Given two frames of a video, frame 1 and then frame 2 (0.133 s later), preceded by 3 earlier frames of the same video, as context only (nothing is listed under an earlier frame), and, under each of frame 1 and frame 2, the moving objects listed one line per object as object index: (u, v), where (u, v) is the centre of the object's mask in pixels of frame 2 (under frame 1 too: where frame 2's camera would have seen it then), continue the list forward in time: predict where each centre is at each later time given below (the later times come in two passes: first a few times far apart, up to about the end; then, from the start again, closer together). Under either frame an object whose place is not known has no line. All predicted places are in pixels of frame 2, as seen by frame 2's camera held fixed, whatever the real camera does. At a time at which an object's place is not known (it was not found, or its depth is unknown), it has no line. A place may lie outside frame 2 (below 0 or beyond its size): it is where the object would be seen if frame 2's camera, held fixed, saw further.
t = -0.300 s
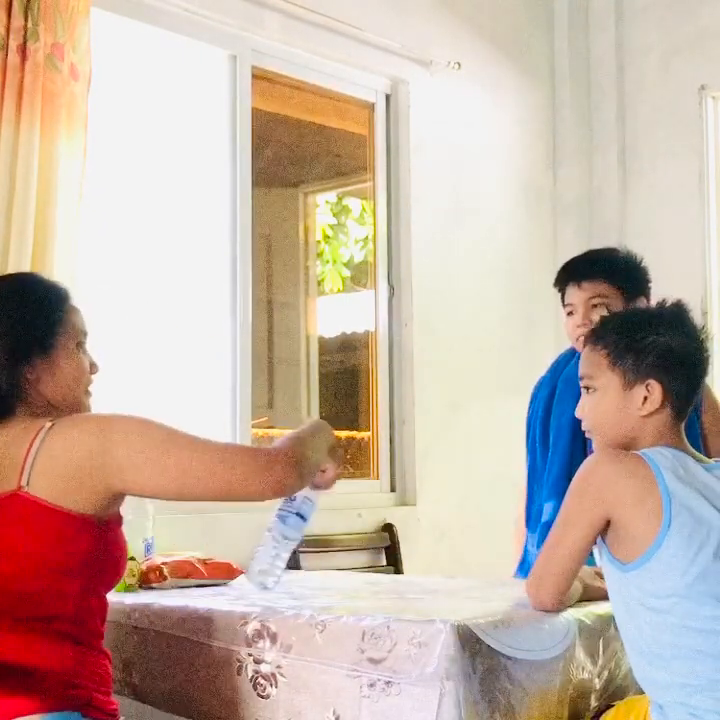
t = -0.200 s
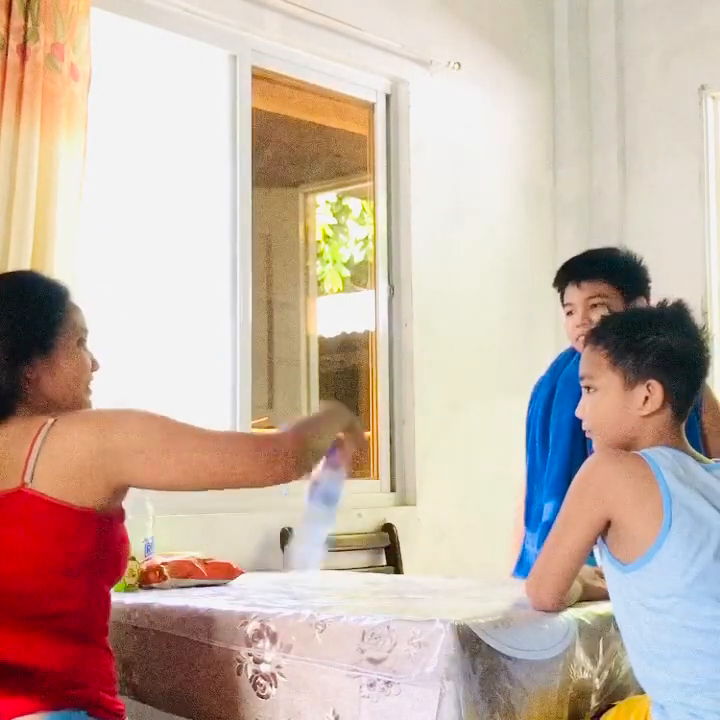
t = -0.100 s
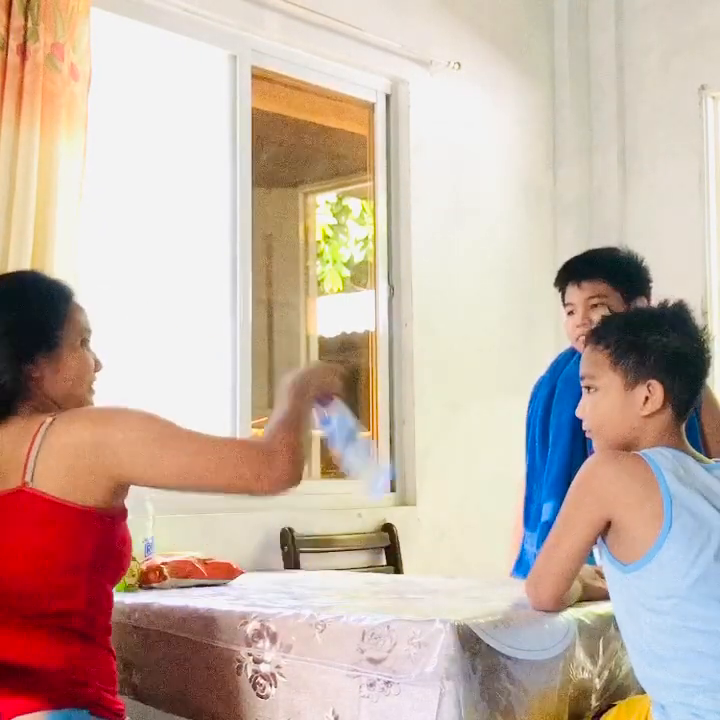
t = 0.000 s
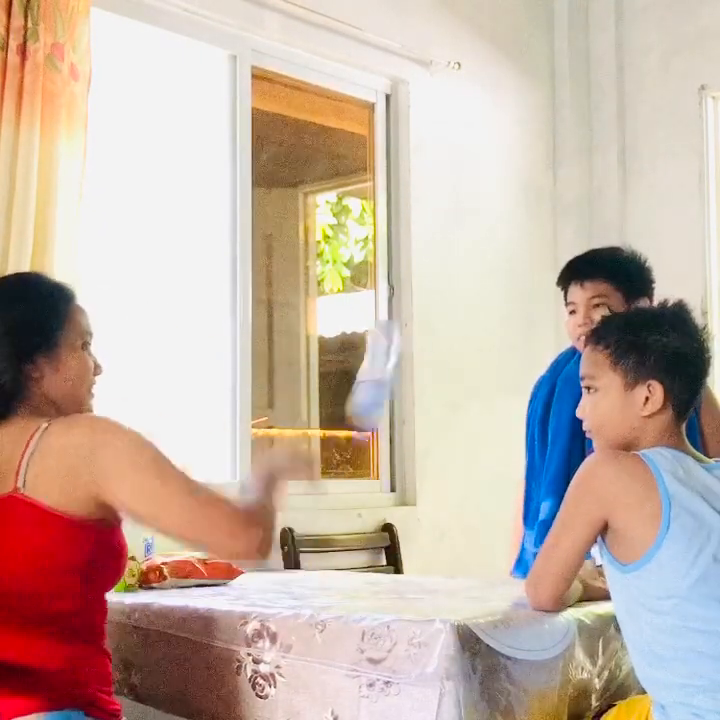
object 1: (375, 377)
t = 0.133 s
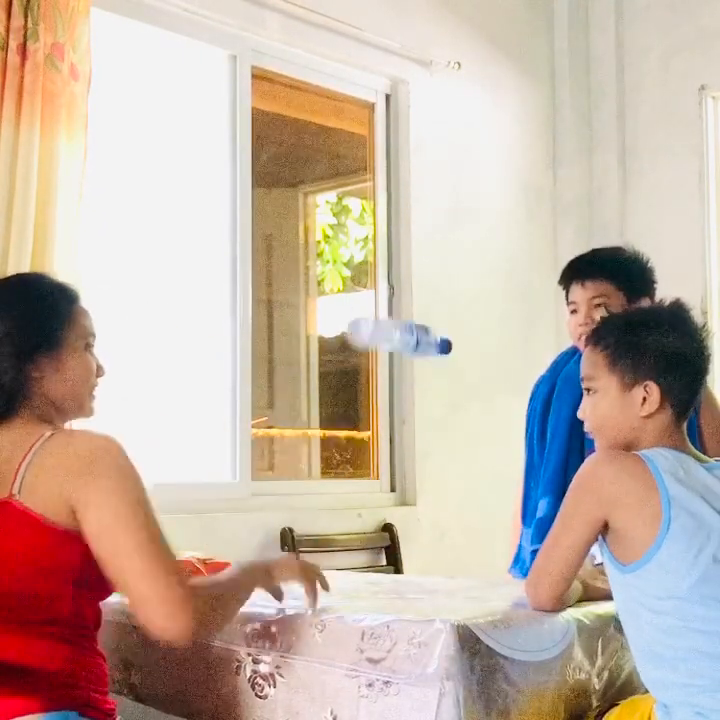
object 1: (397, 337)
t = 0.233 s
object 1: (393, 430)
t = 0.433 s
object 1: (416, 572)
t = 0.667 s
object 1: (419, 581)
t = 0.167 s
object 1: (393, 348)
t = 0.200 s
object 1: (394, 394)
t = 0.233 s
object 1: (393, 430)
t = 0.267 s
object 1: (397, 465)
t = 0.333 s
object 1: (404, 547)
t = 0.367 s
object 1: (408, 551)
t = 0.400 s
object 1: (411, 560)
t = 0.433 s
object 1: (416, 572)
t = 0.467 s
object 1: (420, 581)
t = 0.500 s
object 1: (419, 581)
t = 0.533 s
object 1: (420, 581)
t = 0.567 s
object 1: (420, 581)
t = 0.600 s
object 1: (420, 581)
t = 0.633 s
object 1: (419, 581)
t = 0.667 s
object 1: (419, 581)
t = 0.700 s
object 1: (419, 581)
